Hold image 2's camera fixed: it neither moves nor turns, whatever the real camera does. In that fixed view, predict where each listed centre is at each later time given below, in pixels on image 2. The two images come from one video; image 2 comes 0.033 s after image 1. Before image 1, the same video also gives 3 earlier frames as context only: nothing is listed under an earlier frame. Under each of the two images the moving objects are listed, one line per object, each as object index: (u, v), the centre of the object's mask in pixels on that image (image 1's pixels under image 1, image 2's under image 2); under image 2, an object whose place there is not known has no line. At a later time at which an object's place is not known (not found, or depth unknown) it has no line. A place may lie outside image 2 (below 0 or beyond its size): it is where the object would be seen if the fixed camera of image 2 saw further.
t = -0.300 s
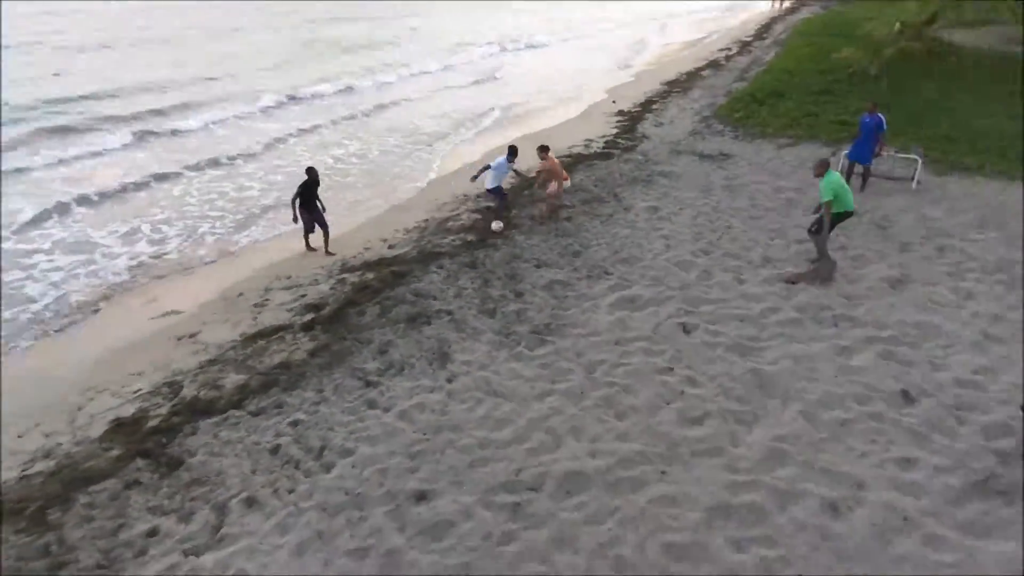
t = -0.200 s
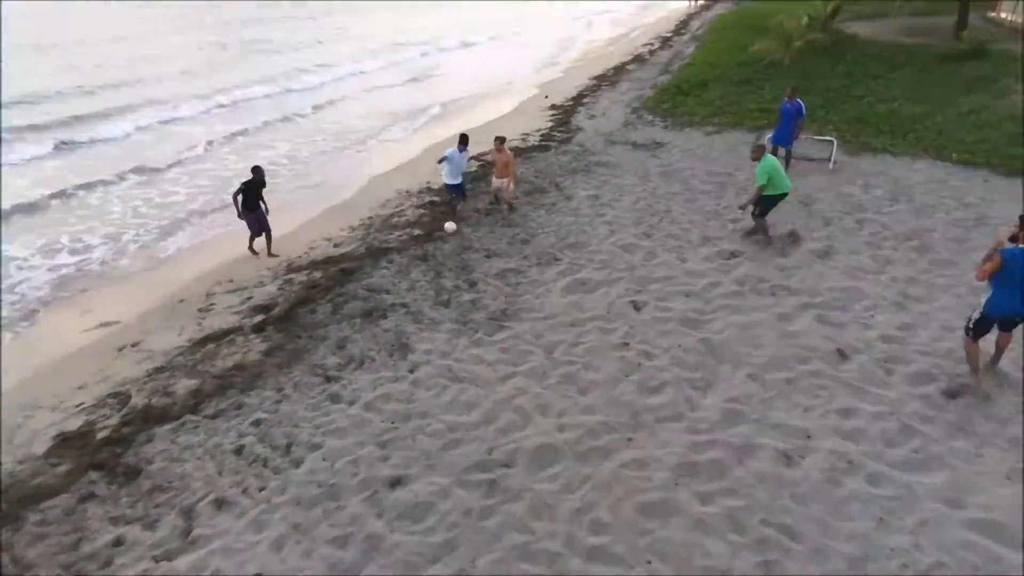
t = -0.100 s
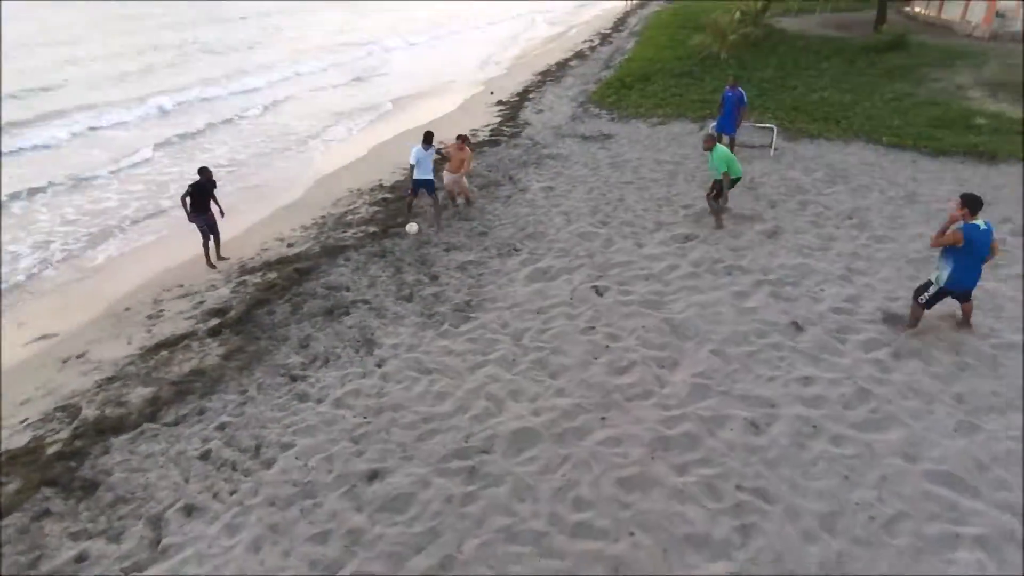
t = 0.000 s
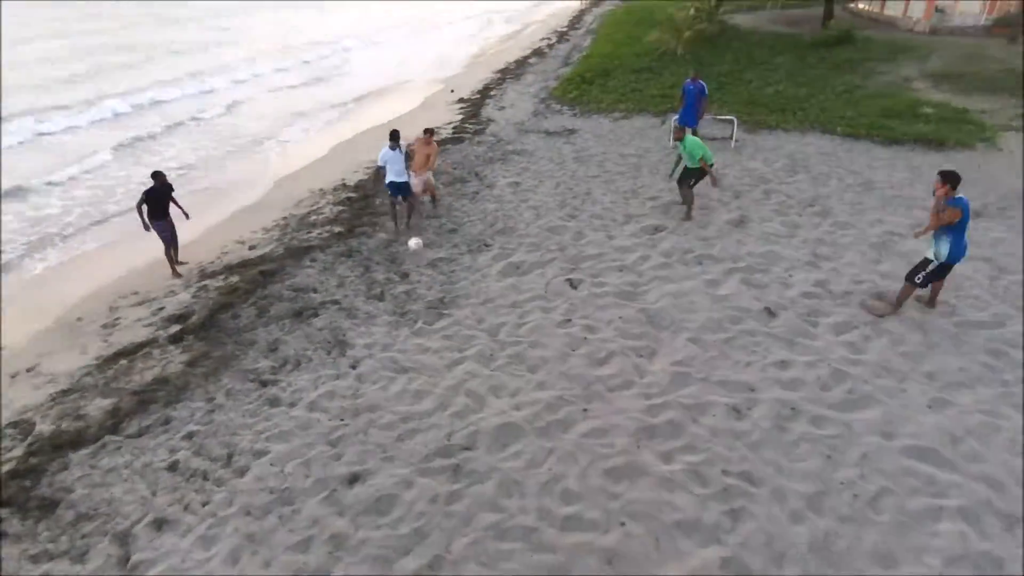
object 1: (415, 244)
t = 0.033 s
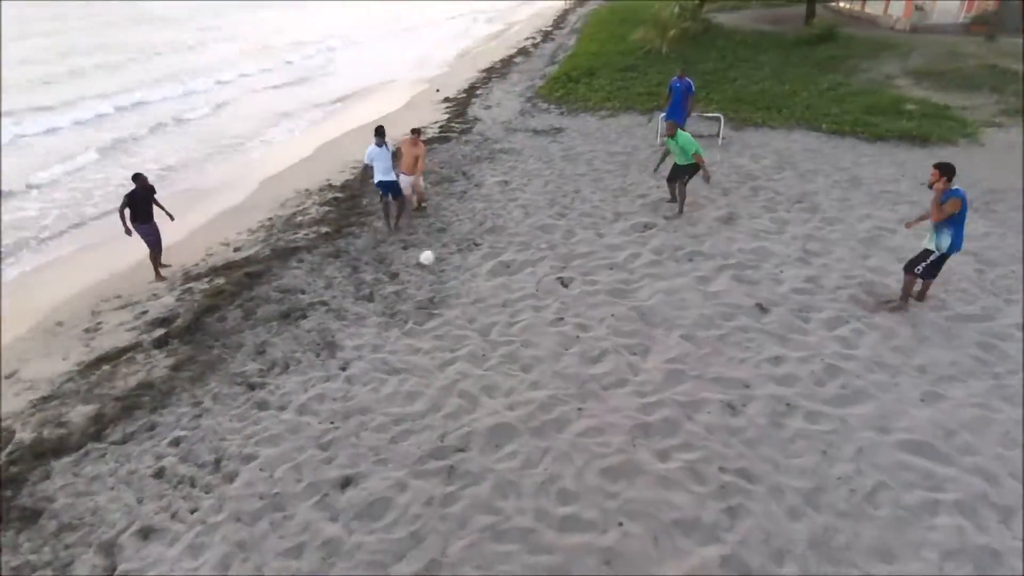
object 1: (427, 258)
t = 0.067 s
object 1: (454, 276)
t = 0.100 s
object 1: (480, 294)
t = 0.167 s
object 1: (509, 291)
